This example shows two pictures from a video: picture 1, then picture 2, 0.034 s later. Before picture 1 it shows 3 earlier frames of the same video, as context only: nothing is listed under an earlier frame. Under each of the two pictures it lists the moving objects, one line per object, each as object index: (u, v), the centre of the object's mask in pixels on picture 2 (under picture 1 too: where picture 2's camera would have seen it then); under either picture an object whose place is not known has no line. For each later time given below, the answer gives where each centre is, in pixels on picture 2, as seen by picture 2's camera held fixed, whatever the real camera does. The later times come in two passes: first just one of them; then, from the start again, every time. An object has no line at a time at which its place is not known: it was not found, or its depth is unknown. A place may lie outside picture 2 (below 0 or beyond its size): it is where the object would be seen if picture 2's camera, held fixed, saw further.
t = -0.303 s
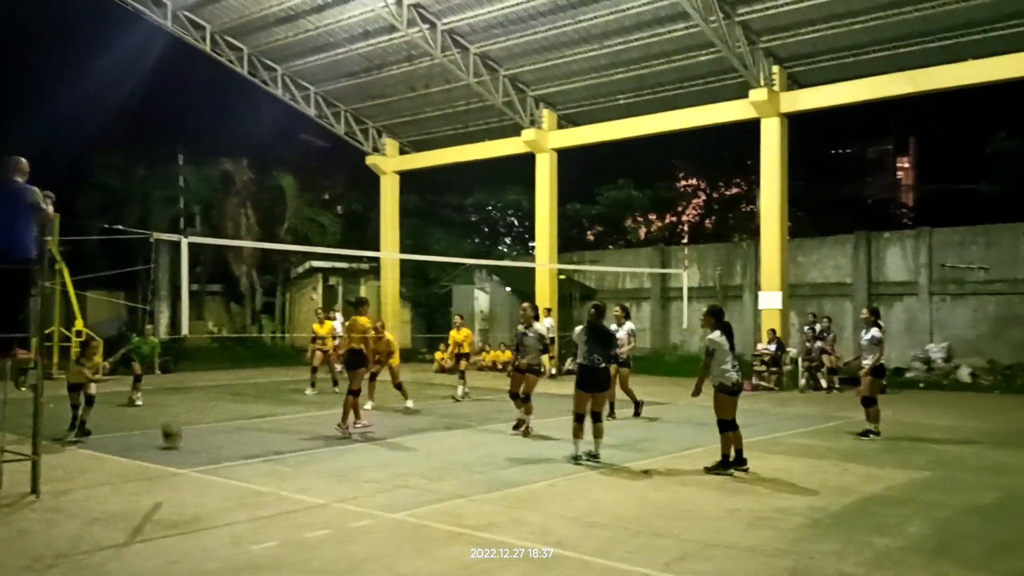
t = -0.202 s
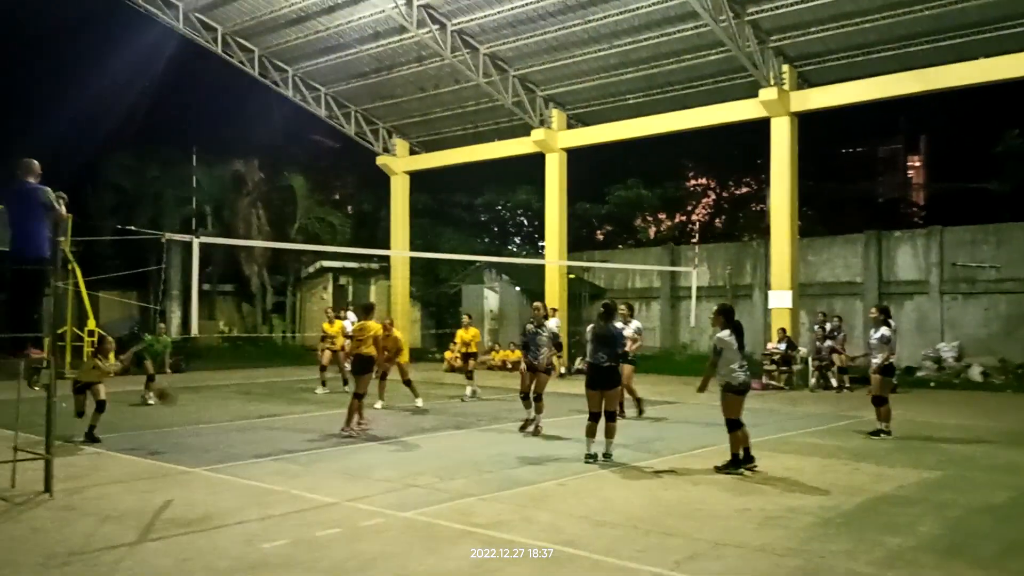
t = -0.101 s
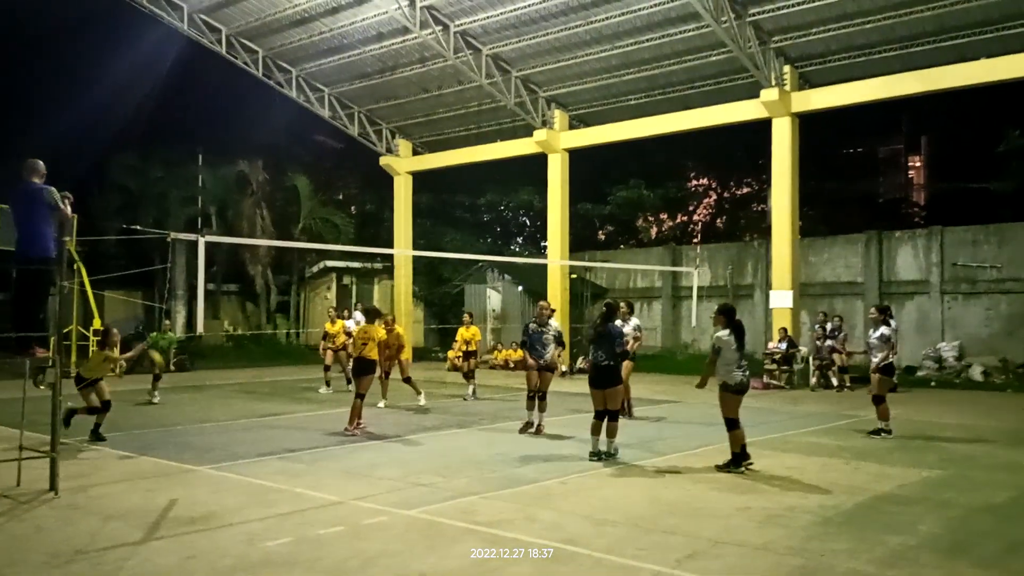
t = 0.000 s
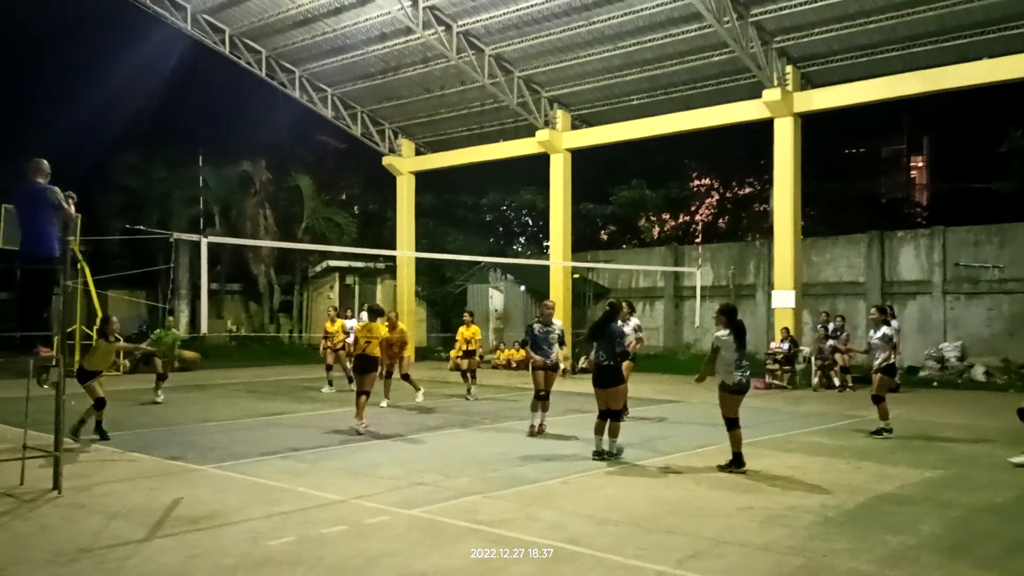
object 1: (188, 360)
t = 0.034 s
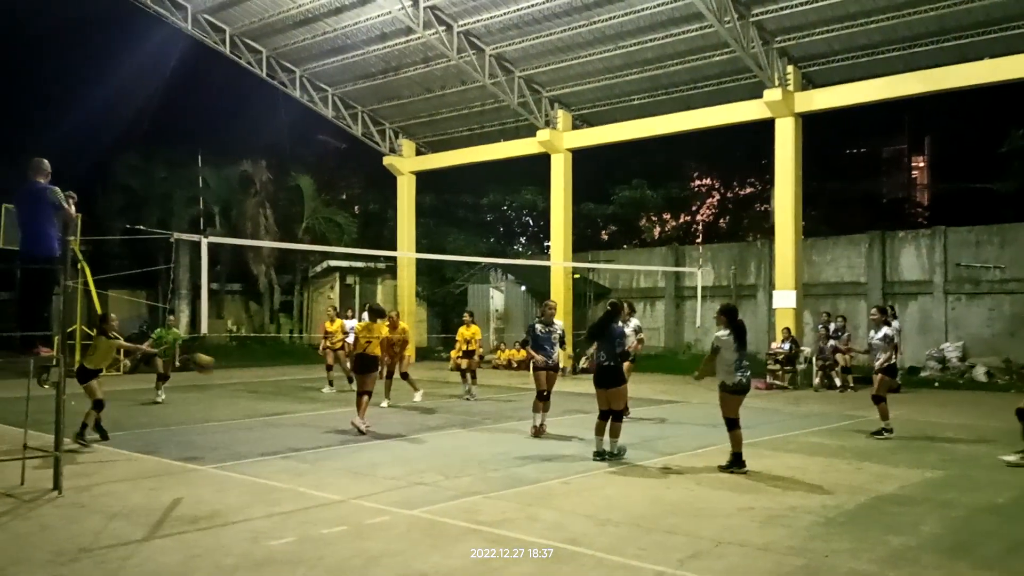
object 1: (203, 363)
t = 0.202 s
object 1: (280, 400)
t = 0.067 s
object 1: (218, 368)
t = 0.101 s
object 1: (232, 374)
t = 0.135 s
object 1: (248, 382)
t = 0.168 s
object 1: (264, 390)
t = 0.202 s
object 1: (280, 400)
